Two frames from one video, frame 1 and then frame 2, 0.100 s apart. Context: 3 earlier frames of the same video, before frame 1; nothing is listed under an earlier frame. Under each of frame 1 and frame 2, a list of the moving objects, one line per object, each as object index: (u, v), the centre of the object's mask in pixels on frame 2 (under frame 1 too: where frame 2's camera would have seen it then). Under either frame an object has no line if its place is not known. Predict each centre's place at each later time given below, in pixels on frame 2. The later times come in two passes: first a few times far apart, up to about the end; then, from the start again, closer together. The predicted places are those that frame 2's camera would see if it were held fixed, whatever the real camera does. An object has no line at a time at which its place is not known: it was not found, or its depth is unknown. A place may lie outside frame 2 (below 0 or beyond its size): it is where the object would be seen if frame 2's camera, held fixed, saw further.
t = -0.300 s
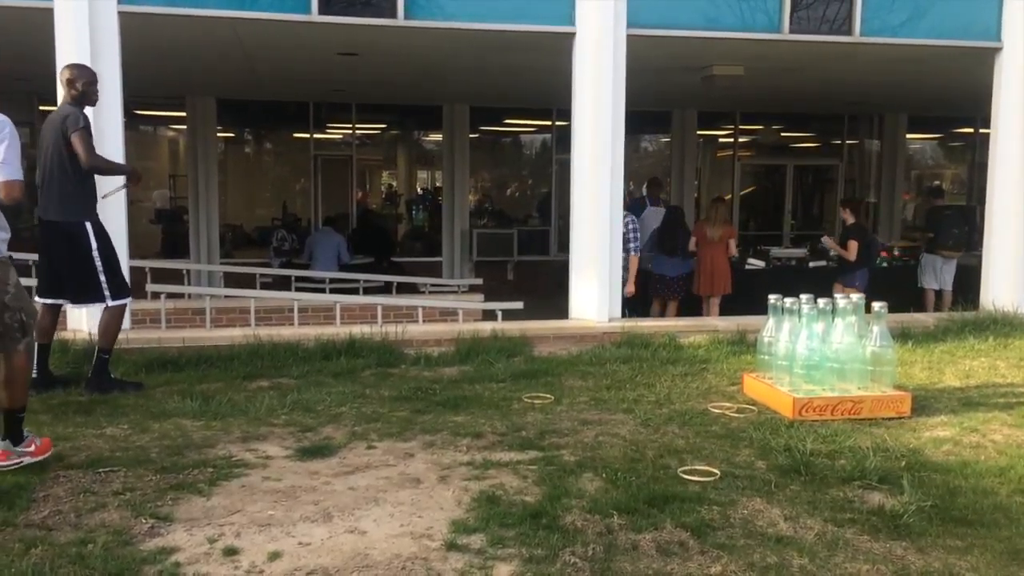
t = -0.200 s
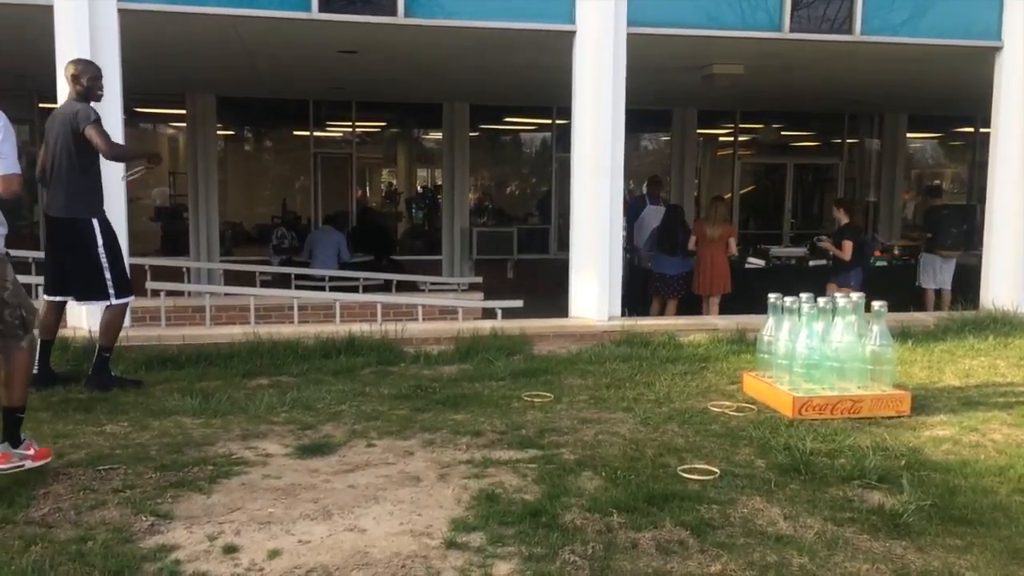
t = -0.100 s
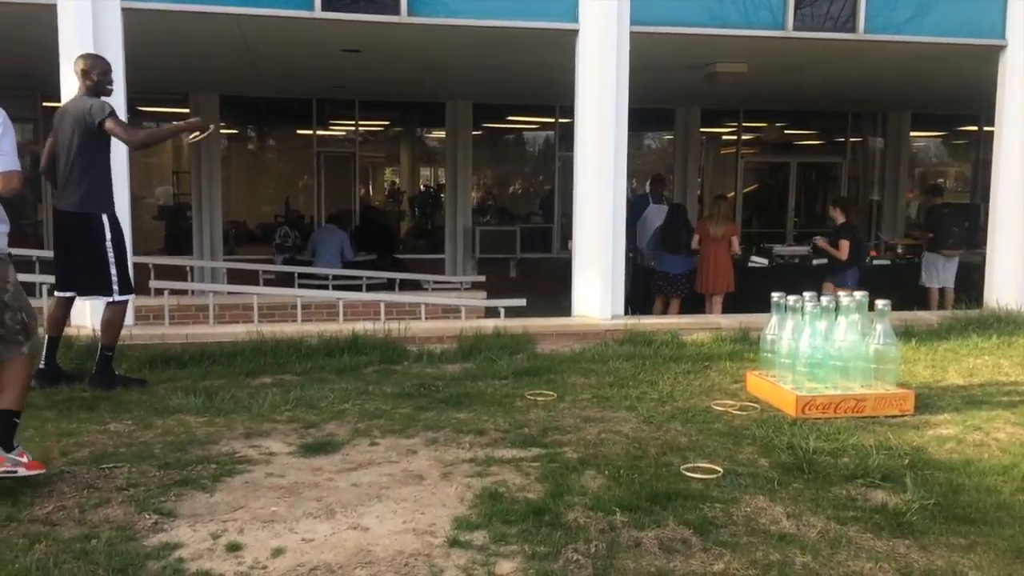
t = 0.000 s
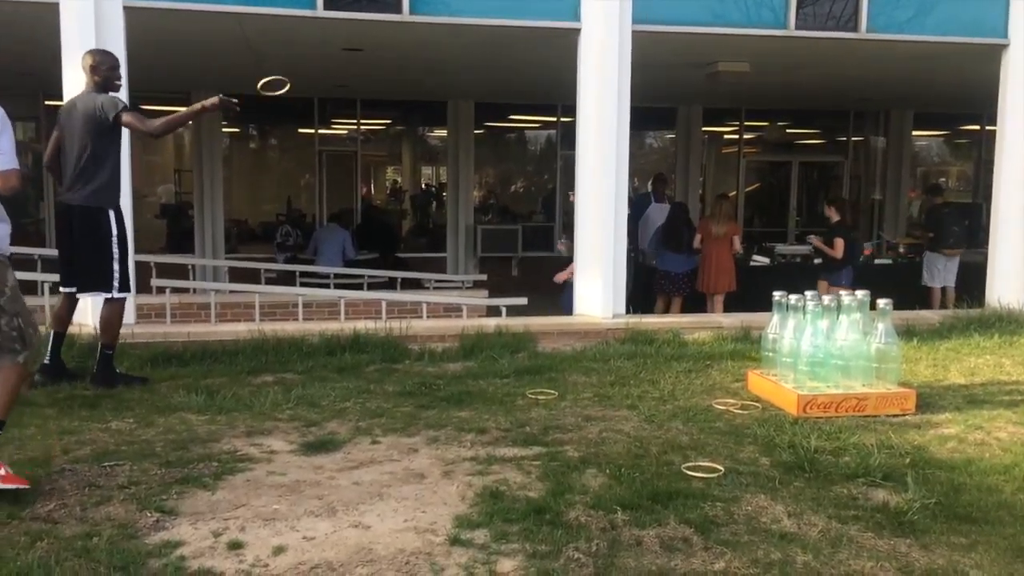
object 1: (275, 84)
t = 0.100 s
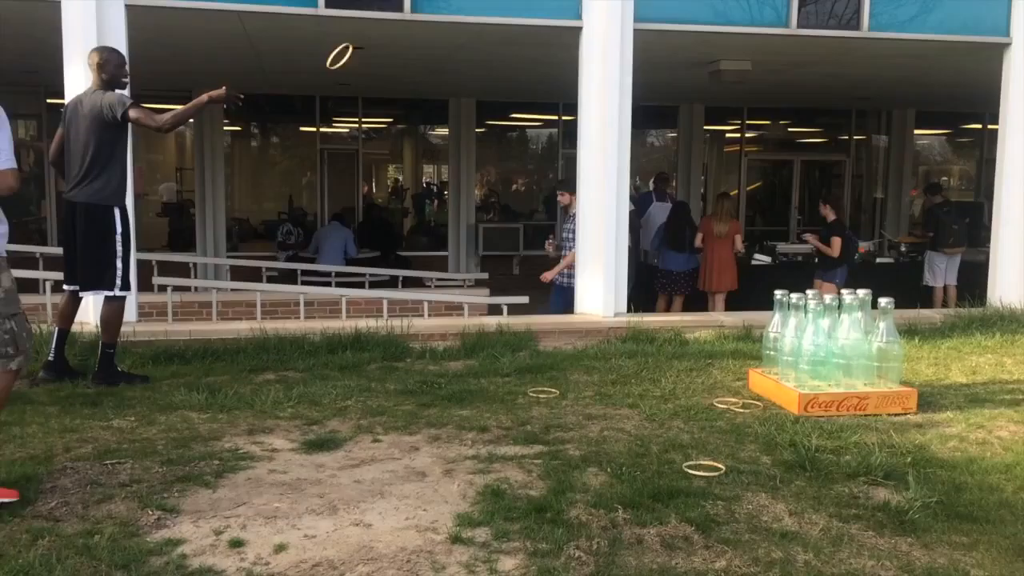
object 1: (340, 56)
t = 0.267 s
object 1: (439, 56)
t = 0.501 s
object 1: (561, 139)
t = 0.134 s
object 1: (360, 51)
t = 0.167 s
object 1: (380, 49)
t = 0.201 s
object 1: (399, 49)
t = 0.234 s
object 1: (419, 52)
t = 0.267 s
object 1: (439, 56)
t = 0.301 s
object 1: (458, 61)
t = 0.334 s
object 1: (477, 69)
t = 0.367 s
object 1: (495, 79)
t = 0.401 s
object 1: (512, 91)
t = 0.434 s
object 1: (529, 105)
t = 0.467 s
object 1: (545, 120)
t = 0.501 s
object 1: (561, 139)
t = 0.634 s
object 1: (624, 225)
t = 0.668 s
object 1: (639, 253)
